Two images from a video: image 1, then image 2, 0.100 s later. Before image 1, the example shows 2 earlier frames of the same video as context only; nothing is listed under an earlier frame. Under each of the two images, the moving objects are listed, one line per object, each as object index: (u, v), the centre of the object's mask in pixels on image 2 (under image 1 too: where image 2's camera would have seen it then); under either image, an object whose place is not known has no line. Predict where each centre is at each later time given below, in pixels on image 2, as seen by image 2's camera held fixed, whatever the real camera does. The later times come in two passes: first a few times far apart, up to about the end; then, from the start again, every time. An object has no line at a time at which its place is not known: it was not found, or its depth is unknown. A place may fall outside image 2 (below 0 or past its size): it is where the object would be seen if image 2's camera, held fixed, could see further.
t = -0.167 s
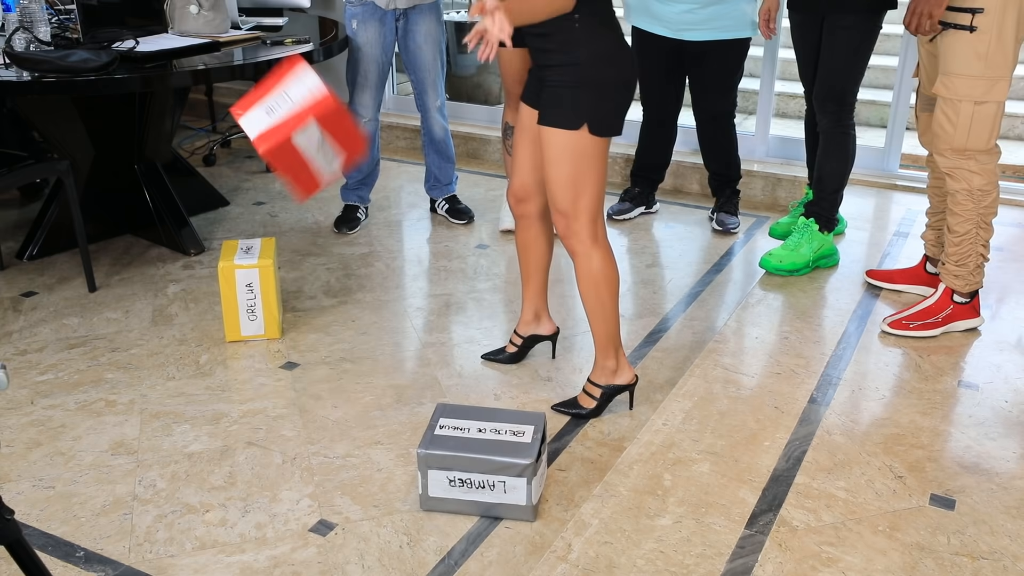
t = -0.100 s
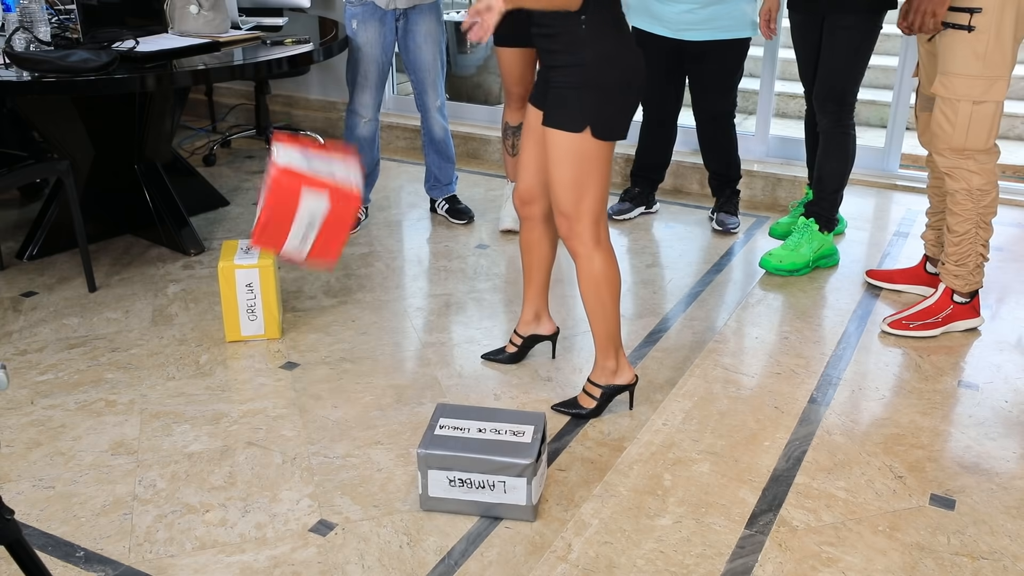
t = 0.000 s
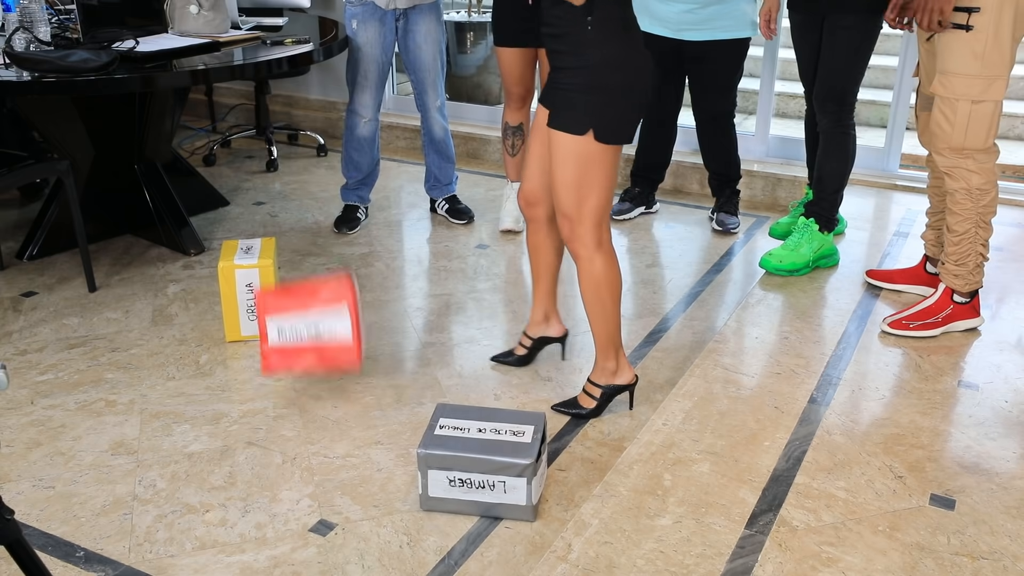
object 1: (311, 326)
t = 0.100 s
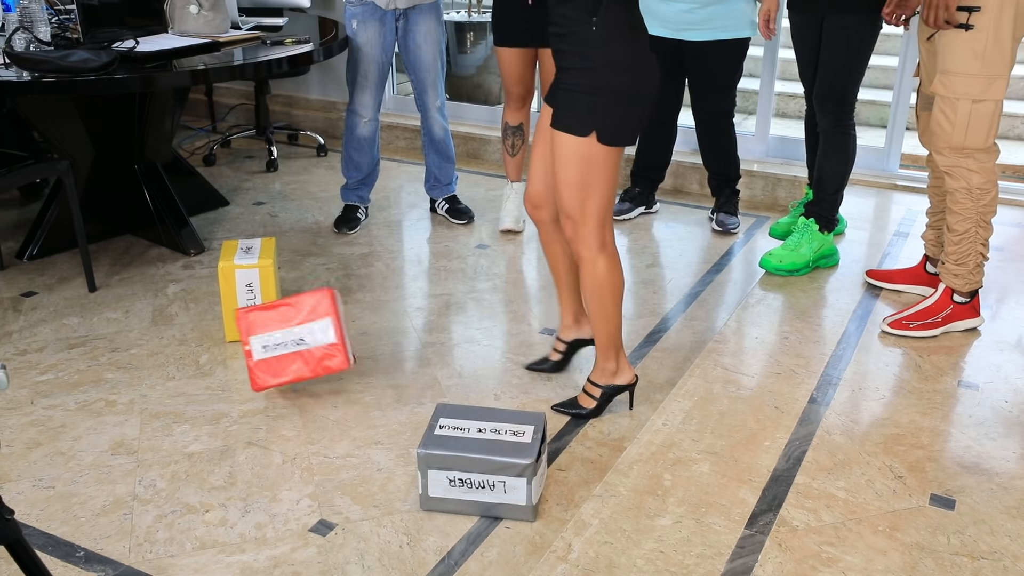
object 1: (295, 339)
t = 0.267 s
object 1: (267, 348)
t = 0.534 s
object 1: (244, 356)
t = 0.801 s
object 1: (222, 361)
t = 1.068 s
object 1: (184, 364)
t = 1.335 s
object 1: (205, 359)
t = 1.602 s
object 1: (204, 364)
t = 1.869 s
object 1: (204, 364)
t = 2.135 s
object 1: (204, 364)
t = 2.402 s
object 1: (204, 364)
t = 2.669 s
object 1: (204, 364)
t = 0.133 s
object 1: (288, 339)
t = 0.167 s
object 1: (282, 342)
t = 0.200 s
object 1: (276, 343)
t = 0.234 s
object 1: (272, 345)
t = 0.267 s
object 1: (267, 348)
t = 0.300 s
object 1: (263, 351)
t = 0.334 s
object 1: (259, 353)
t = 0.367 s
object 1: (256, 353)
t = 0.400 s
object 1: (253, 353)
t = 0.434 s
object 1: (250, 354)
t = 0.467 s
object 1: (248, 355)
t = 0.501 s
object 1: (246, 355)
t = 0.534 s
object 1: (244, 356)
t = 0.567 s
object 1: (242, 356)
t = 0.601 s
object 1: (240, 357)
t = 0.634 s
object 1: (238, 357)
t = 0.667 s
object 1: (235, 358)
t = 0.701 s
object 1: (232, 358)
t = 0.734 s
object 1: (229, 359)
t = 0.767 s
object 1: (226, 360)
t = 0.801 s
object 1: (222, 361)
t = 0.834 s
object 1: (216, 363)
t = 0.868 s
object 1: (210, 365)
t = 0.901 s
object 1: (203, 368)
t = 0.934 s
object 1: (196, 369)
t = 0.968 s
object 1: (191, 367)
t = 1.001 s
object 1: (188, 366)
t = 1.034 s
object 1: (185, 365)
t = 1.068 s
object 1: (184, 364)
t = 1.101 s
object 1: (184, 364)
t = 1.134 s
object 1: (185, 363)
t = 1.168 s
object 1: (188, 364)
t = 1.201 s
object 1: (191, 363)
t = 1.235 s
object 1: (195, 363)
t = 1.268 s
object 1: (200, 362)
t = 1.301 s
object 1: (202, 359)
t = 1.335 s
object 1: (205, 359)
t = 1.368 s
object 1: (206, 360)
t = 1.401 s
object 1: (207, 362)
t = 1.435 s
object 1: (205, 364)
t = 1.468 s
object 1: (204, 363)
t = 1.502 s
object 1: (203, 364)
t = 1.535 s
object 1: (203, 364)
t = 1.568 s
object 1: (204, 364)
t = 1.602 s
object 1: (204, 364)
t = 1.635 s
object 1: (204, 364)
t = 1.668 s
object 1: (204, 364)
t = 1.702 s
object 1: (205, 364)
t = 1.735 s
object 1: (204, 364)
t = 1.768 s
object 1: (204, 364)
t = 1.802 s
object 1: (204, 364)
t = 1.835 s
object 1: (204, 364)
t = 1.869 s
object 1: (204, 364)
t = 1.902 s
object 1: (204, 364)
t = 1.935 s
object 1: (204, 364)
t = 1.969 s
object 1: (204, 364)
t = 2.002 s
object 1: (204, 364)
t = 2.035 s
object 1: (204, 364)
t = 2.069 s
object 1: (204, 364)
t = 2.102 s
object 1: (204, 364)
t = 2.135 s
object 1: (204, 364)
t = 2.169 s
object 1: (204, 364)
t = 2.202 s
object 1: (204, 364)
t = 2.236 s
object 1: (204, 364)
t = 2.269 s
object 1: (204, 364)
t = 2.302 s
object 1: (204, 364)
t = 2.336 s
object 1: (204, 364)
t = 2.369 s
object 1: (204, 364)
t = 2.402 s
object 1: (204, 364)
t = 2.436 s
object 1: (204, 364)
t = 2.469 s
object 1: (204, 364)
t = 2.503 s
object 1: (204, 364)
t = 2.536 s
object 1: (204, 364)
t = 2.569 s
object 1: (204, 364)
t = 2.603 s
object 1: (204, 364)
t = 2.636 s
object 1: (204, 364)
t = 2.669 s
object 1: (204, 364)
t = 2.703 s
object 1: (204, 364)
